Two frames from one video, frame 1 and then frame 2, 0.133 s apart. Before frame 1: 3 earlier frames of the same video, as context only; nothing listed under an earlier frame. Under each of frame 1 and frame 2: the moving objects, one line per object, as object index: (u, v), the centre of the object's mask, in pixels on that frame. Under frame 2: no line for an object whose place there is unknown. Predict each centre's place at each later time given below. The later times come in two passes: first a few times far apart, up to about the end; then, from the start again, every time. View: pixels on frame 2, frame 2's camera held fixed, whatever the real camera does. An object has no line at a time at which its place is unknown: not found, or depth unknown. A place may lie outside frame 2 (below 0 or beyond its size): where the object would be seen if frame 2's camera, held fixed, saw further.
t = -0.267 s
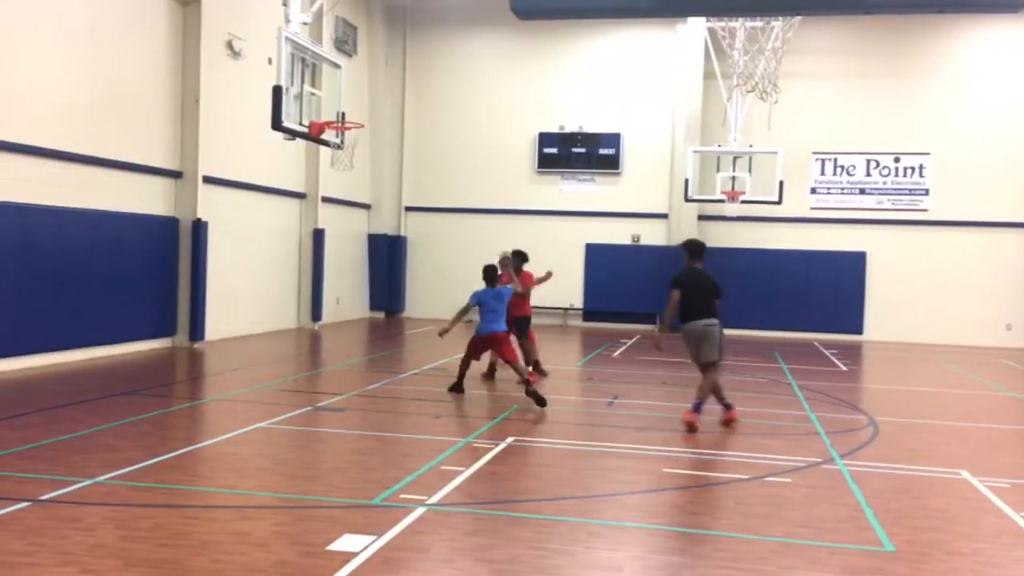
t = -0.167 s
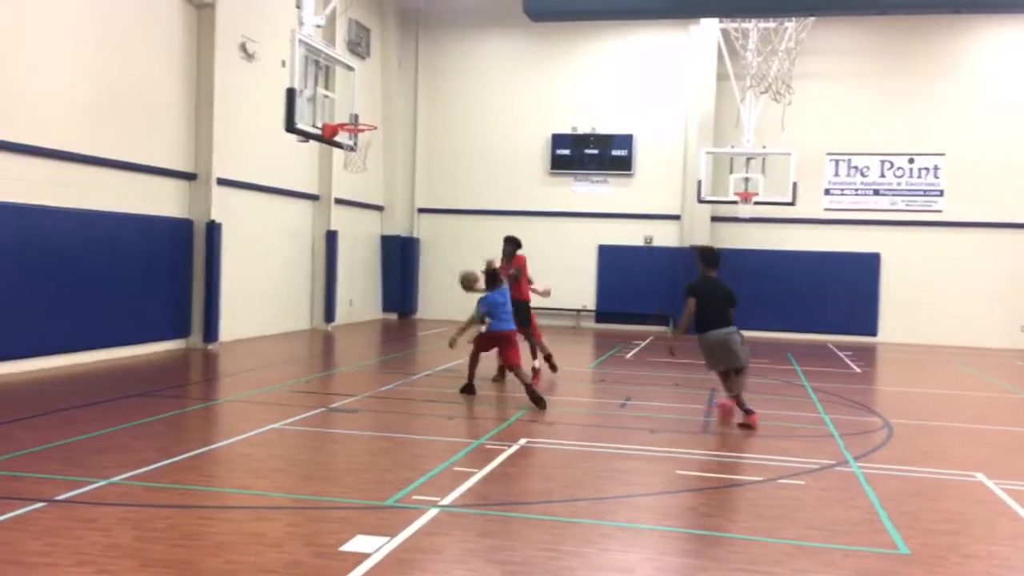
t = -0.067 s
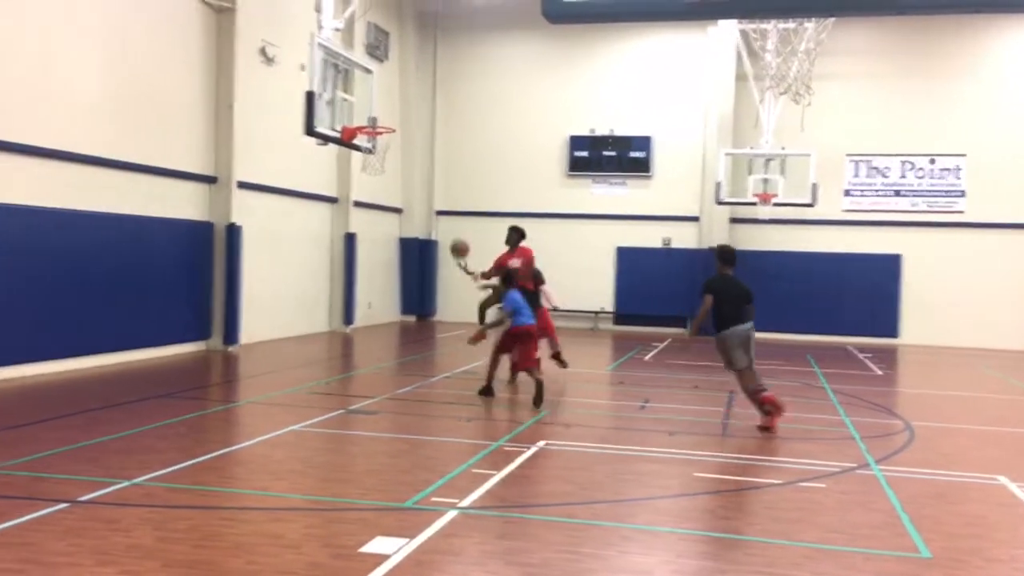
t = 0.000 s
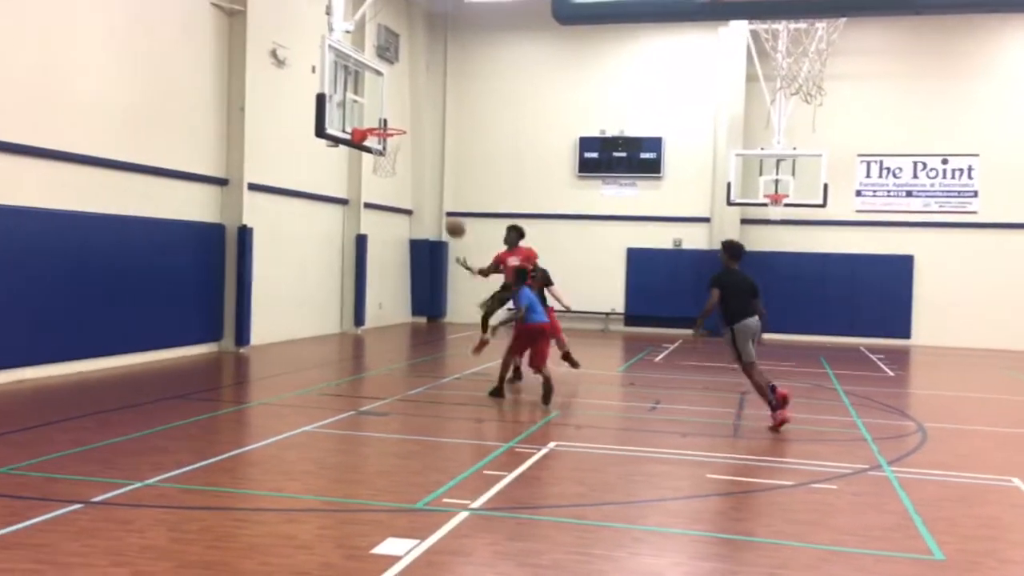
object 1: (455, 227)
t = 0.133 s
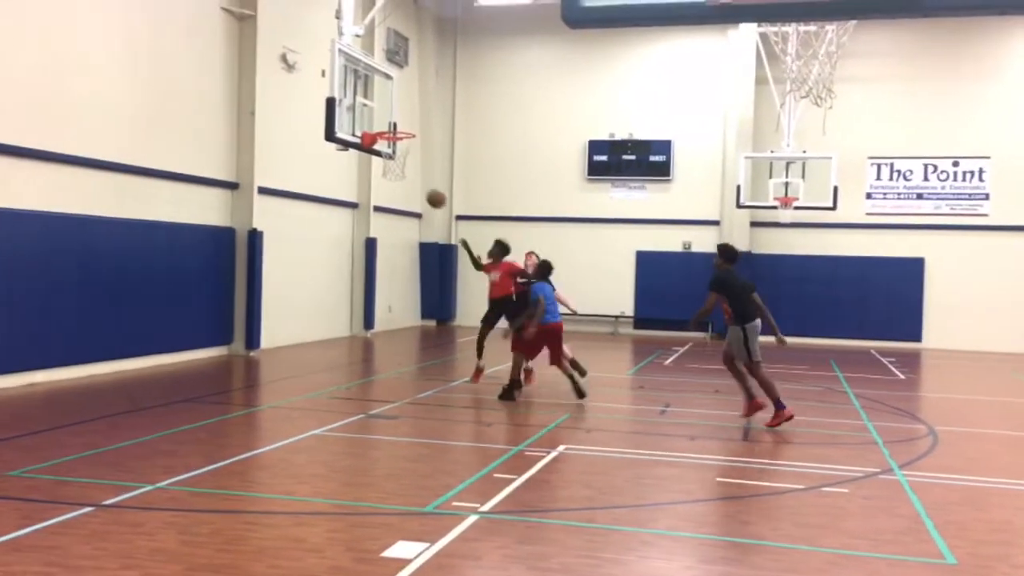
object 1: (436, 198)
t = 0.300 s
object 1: (401, 178)
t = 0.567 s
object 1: (343, 189)
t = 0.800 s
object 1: (292, 244)
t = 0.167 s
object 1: (429, 192)
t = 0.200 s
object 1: (422, 187)
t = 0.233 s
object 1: (415, 183)
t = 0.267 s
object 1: (408, 180)
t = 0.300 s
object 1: (401, 178)
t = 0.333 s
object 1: (393, 175)
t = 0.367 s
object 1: (386, 174)
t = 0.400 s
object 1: (379, 175)
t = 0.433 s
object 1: (372, 176)
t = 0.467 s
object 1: (365, 177)
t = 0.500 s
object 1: (357, 180)
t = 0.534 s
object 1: (350, 184)
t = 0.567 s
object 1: (343, 189)
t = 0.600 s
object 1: (336, 193)
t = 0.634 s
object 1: (328, 200)
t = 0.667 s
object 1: (321, 208)
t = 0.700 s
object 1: (314, 216)
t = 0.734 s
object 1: (307, 224)
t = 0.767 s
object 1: (300, 234)
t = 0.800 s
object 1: (292, 244)
